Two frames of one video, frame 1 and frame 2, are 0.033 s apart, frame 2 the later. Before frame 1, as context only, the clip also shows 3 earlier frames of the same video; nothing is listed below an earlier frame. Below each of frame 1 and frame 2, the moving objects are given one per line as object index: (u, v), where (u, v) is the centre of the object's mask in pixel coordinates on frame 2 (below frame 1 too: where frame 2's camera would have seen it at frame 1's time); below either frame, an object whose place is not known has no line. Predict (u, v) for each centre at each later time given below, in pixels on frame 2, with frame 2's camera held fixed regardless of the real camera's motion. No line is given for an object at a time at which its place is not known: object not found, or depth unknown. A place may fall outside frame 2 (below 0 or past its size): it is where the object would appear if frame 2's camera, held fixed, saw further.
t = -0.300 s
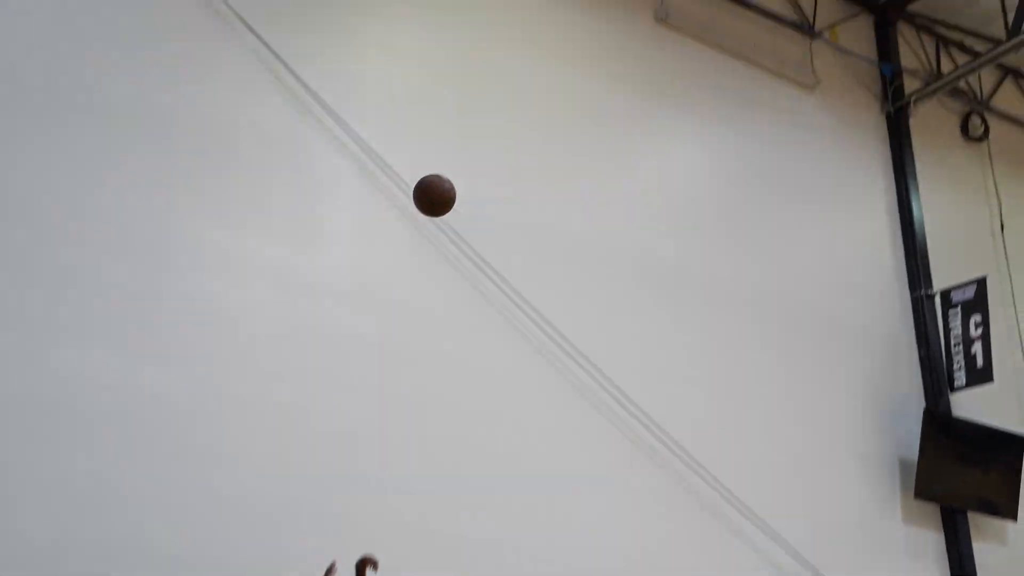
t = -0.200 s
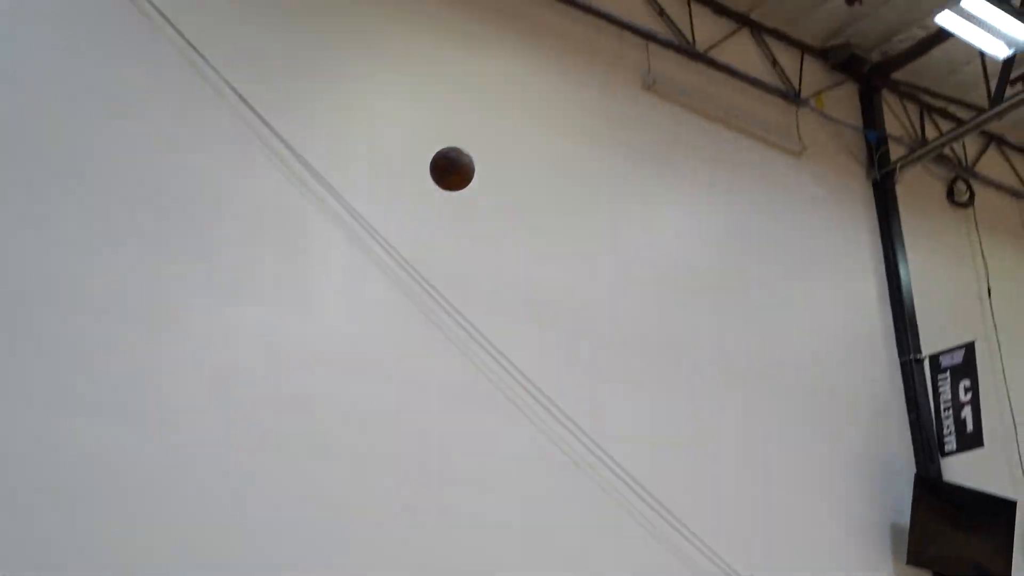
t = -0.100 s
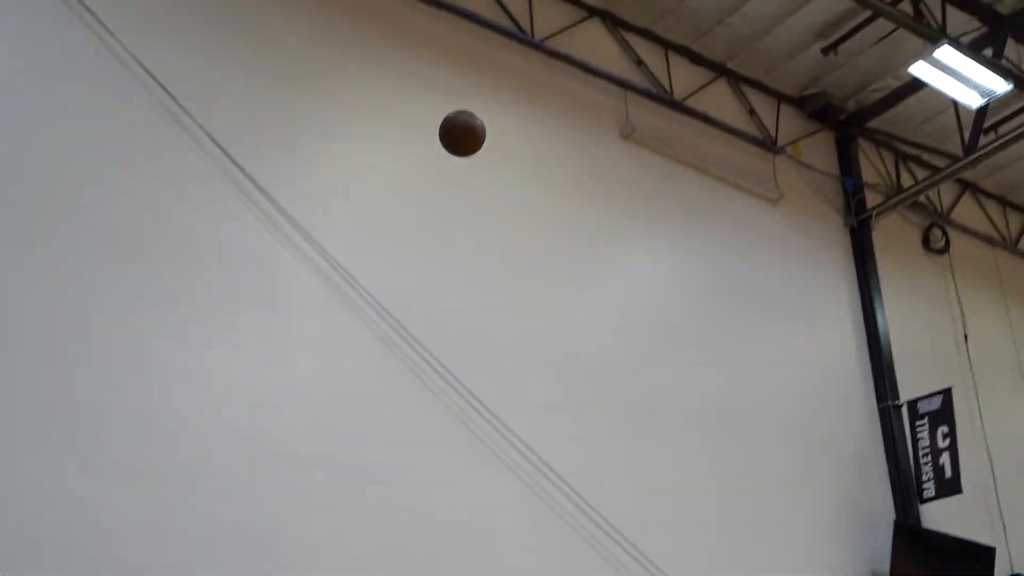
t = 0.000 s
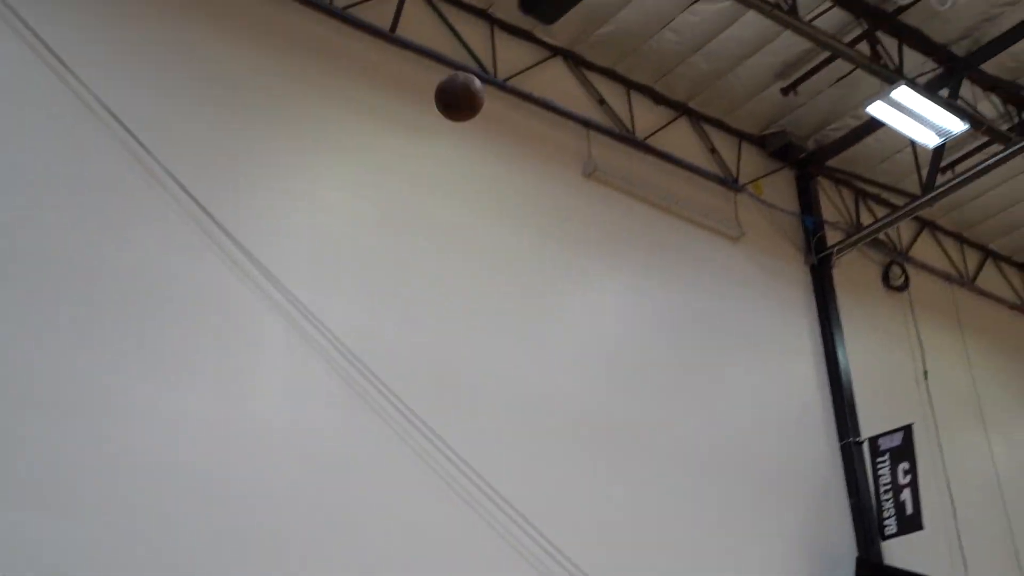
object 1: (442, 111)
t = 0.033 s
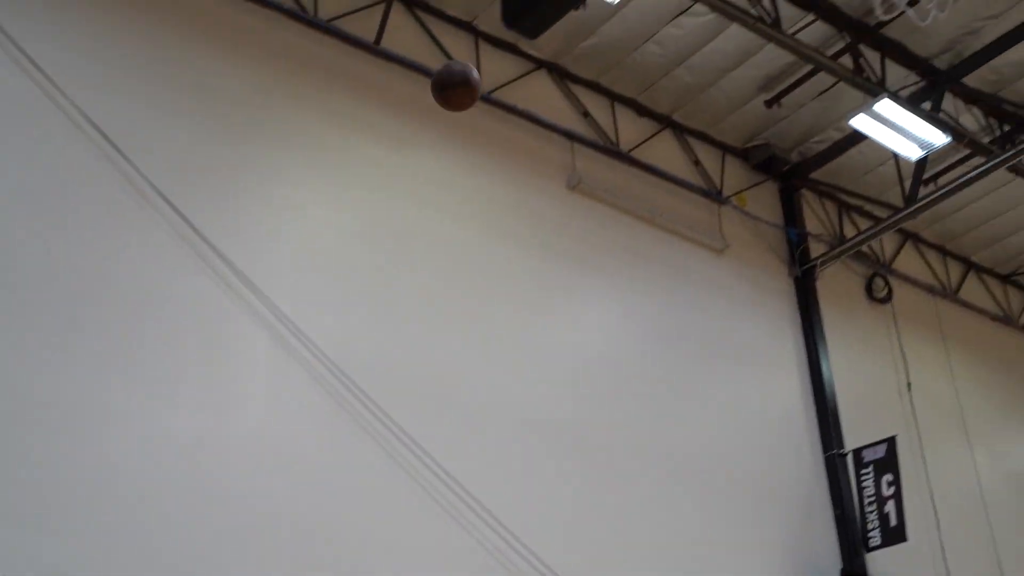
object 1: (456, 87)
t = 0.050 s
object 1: (463, 74)
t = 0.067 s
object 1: (471, 61)
